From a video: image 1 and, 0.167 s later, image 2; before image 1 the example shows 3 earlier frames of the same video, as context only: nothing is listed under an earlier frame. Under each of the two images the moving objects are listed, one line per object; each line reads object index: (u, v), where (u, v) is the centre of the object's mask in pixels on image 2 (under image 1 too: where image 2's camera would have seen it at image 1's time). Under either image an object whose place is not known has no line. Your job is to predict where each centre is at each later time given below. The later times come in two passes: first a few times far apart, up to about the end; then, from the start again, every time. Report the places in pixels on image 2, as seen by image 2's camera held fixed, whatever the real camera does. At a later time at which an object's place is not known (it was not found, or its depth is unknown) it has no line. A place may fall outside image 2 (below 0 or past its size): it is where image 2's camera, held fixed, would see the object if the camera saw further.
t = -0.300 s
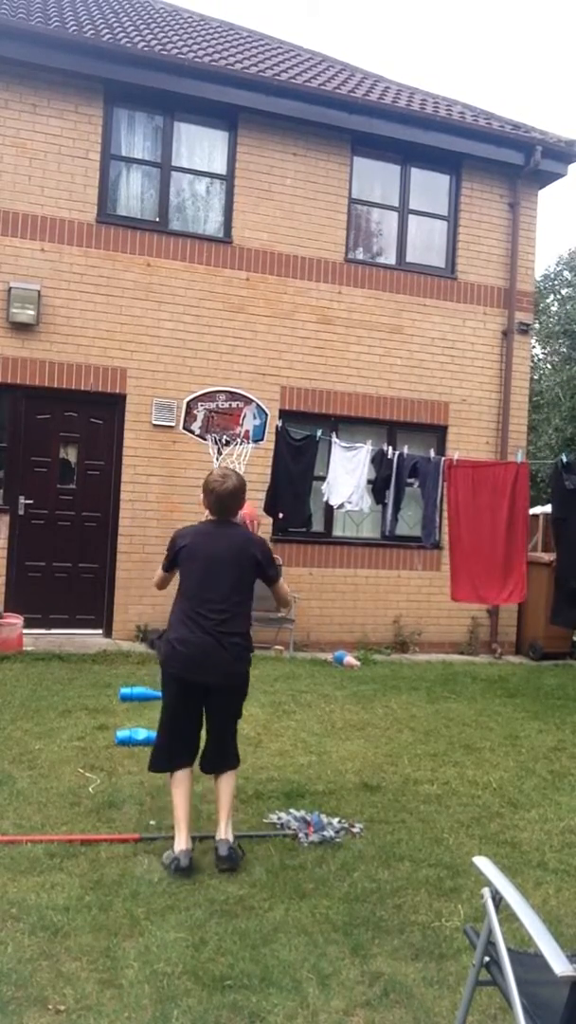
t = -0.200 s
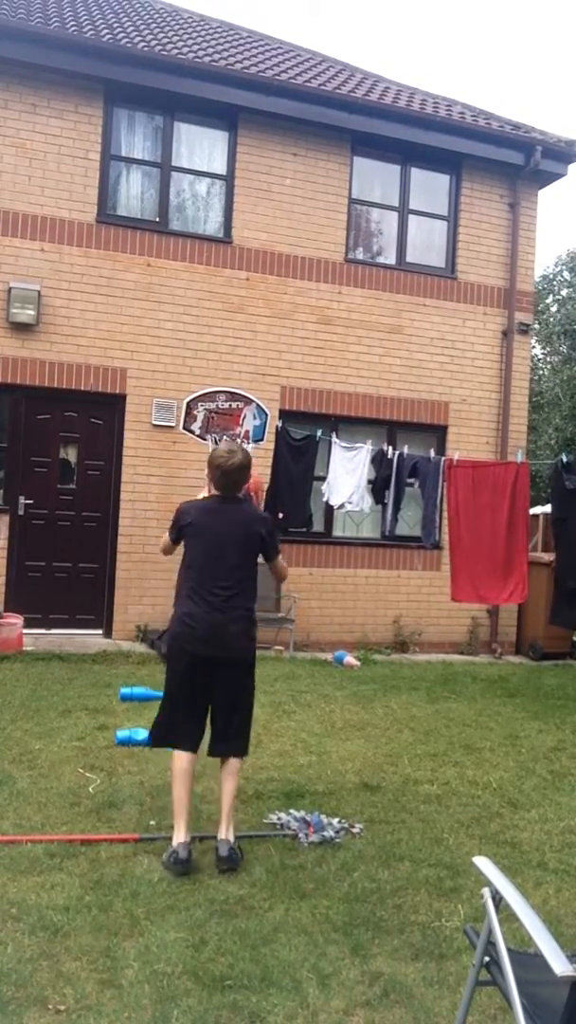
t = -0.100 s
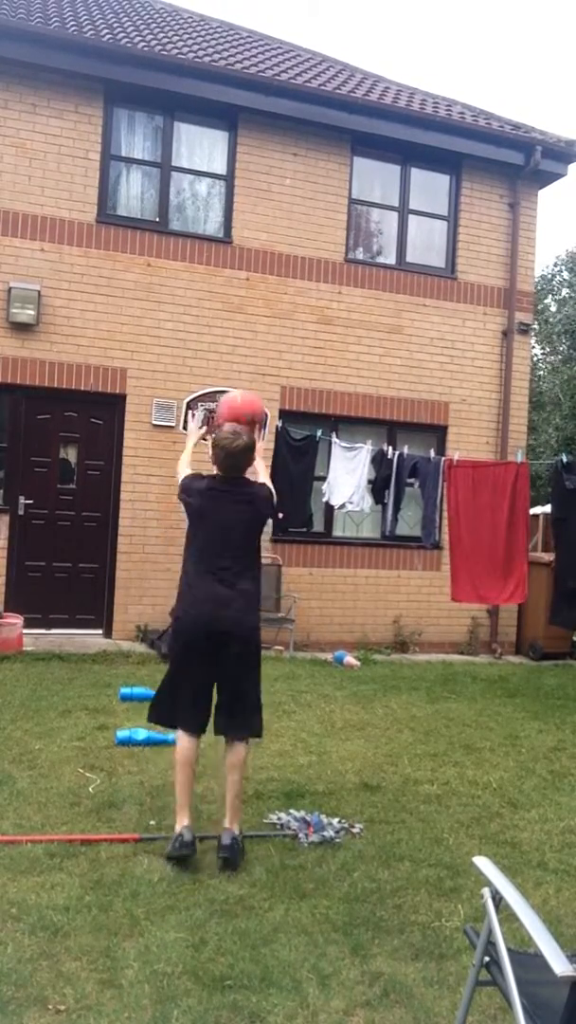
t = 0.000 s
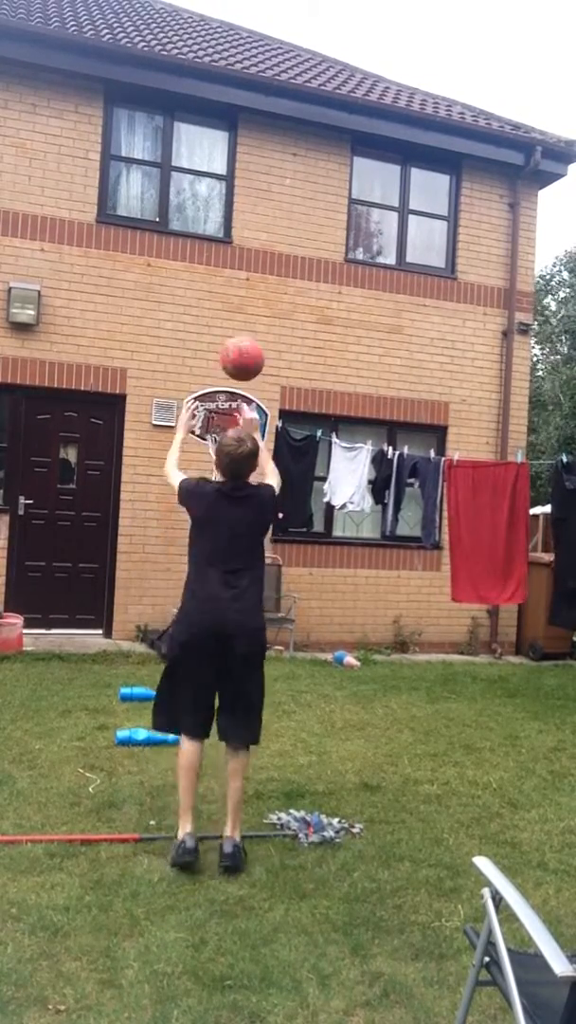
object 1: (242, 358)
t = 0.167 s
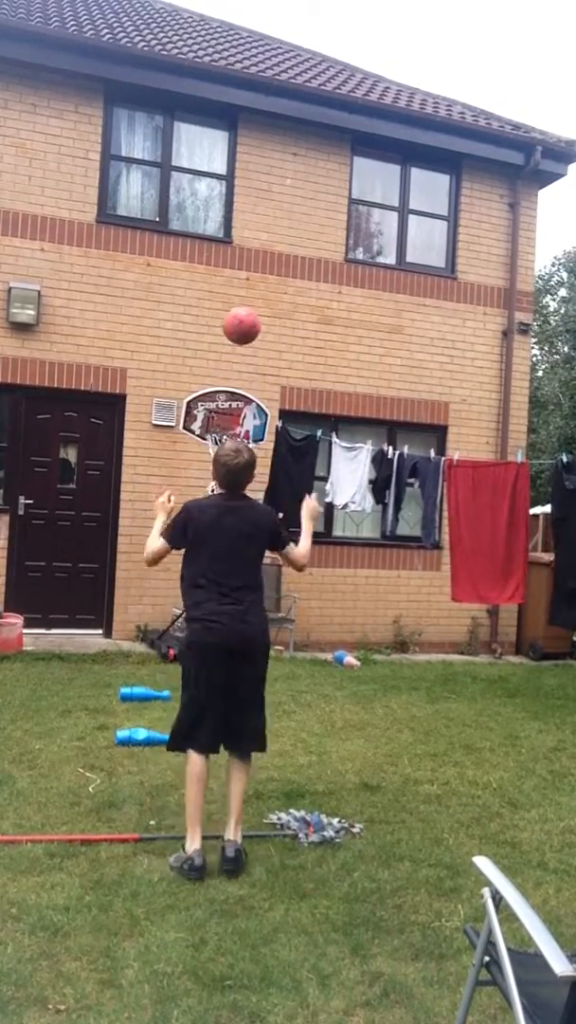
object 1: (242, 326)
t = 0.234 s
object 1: (241, 327)
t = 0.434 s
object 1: (236, 370)
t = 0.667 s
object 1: (239, 444)
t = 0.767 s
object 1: (233, 464)
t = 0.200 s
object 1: (241, 325)
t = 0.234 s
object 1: (241, 327)
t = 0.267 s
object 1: (240, 331)
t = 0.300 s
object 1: (240, 335)
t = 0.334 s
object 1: (239, 342)
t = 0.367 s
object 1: (238, 351)
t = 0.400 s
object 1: (237, 360)
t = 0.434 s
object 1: (236, 370)
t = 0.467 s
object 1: (235, 379)
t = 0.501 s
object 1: (234, 392)
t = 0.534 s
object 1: (232, 406)
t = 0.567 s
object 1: (231, 421)
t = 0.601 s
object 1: (231, 432)
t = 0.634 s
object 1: (235, 438)
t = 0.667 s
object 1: (239, 444)
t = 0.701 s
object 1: (238, 451)
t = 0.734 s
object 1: (236, 457)
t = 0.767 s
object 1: (233, 464)
